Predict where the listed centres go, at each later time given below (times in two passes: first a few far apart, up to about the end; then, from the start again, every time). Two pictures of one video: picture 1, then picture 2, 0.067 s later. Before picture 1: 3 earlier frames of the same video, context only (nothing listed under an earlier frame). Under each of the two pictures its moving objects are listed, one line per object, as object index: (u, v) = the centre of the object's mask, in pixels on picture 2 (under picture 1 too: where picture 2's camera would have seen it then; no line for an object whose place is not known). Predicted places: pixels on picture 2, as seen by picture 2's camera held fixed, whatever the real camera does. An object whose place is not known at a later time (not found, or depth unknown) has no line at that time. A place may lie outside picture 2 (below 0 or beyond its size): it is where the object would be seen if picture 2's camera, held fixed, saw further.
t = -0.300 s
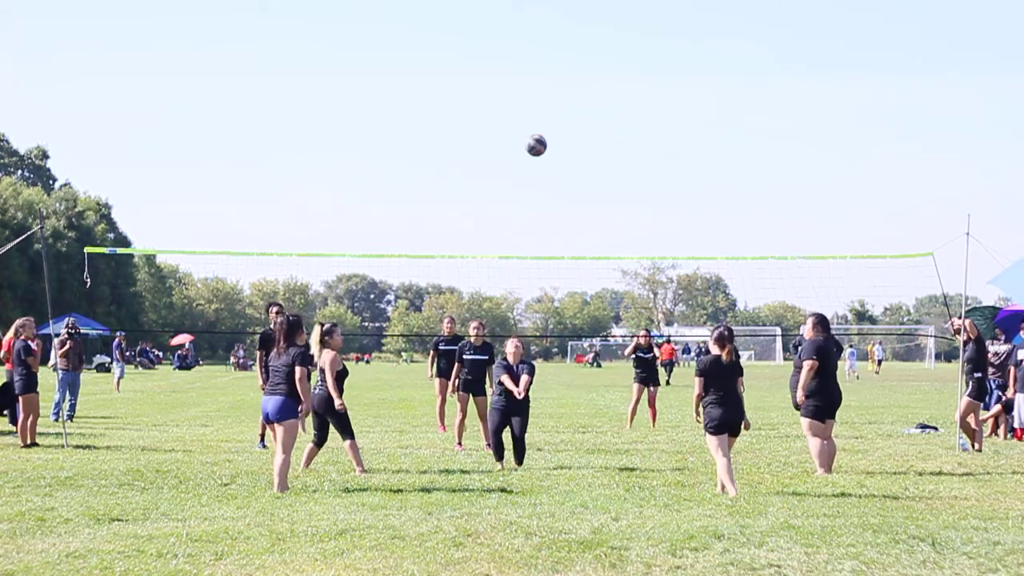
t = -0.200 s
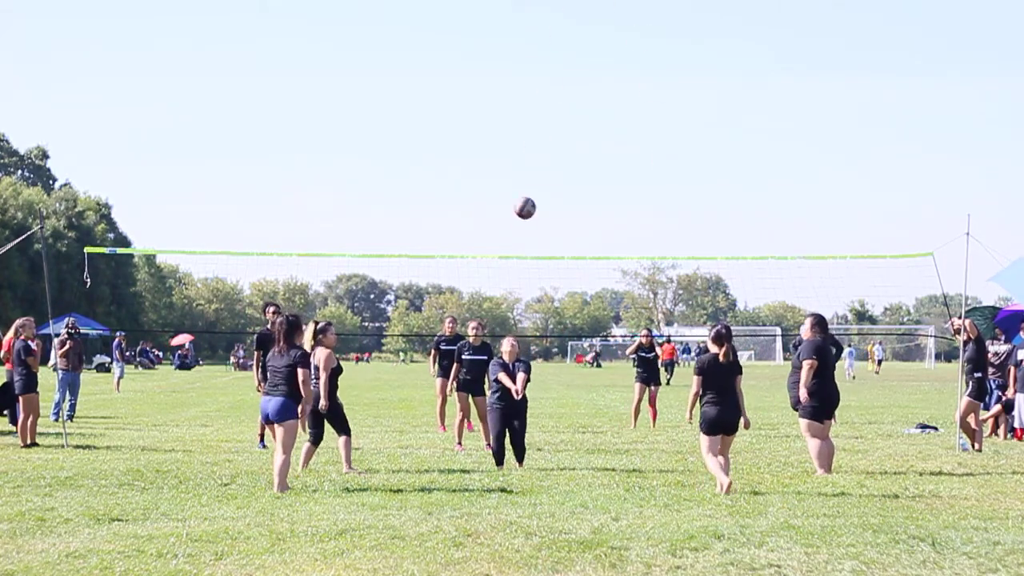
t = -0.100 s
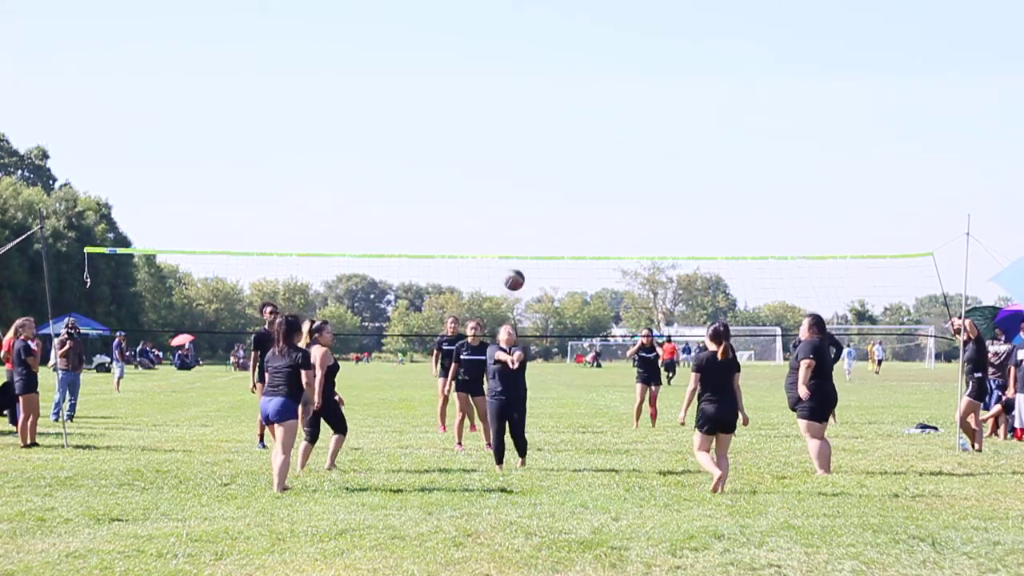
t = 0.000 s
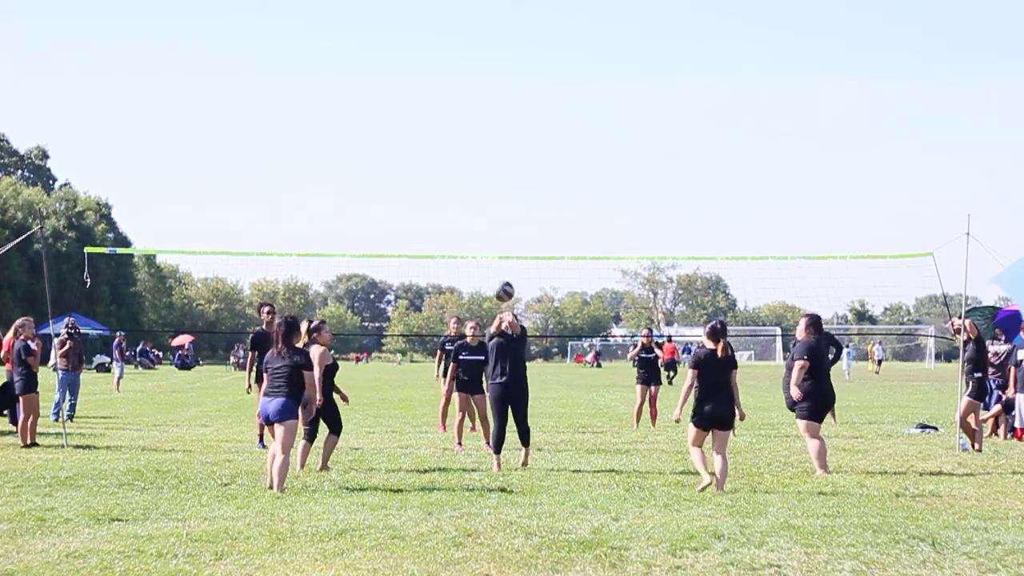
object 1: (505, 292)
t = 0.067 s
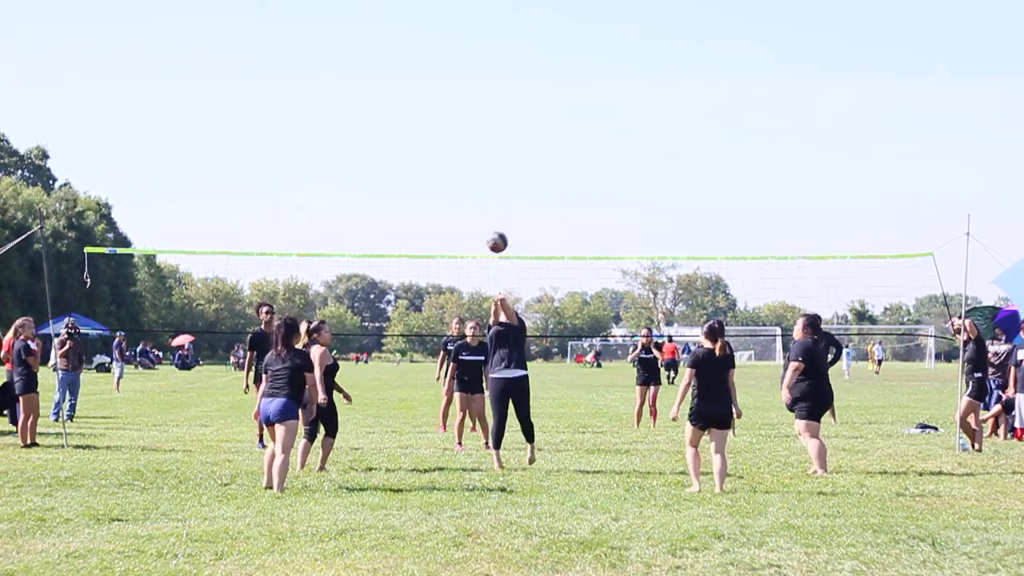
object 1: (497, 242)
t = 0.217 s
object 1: (484, 151)
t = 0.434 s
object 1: (465, 63)
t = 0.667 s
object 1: (446, 23)
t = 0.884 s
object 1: (427, 36)
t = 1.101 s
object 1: (409, 93)
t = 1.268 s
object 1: (394, 165)
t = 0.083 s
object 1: (495, 231)
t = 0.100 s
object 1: (494, 219)
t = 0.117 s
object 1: (493, 209)
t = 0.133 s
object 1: (491, 198)
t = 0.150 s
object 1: (490, 188)
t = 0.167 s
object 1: (488, 178)
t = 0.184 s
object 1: (487, 169)
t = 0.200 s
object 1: (485, 159)
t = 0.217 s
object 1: (484, 151)
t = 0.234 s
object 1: (482, 142)
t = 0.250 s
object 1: (481, 134)
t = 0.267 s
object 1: (480, 126)
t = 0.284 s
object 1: (478, 119)
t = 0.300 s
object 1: (476, 111)
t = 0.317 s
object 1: (475, 104)
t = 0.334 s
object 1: (474, 97)
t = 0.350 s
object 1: (472, 91)
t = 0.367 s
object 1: (471, 85)
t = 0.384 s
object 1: (469, 79)
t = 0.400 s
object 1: (468, 73)
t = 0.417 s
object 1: (466, 68)
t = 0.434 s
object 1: (465, 63)
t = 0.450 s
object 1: (464, 58)
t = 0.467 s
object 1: (463, 54)
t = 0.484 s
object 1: (461, 50)
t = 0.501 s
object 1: (459, 46)
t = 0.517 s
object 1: (458, 42)
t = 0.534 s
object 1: (457, 39)
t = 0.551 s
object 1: (456, 36)
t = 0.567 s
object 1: (454, 34)
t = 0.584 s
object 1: (453, 31)
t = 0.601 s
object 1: (451, 29)
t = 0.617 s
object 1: (450, 27)
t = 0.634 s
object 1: (448, 26)
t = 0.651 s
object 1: (447, 25)
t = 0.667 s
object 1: (446, 23)
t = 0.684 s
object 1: (445, 23)
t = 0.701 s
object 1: (443, 22)
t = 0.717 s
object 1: (442, 23)
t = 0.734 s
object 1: (440, 23)
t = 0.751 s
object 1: (439, 23)
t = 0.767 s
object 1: (437, 24)
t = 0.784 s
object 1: (436, 24)
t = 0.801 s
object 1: (435, 26)
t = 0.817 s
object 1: (433, 28)
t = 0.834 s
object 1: (432, 29)
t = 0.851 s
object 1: (430, 31)
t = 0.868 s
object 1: (429, 33)
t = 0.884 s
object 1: (427, 36)
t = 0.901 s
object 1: (426, 39)
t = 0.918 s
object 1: (425, 42)
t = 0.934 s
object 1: (423, 45)
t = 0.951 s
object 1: (422, 49)
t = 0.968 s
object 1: (420, 53)
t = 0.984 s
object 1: (419, 57)
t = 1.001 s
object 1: (417, 61)
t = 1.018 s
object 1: (416, 66)
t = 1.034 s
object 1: (415, 71)
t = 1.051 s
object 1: (413, 76)
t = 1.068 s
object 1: (412, 81)
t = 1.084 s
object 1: (410, 87)
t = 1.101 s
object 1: (409, 93)
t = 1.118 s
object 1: (408, 99)
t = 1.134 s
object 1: (406, 106)
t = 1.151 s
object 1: (404, 112)
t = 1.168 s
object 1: (404, 119)
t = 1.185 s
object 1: (401, 126)
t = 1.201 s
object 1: (400, 133)
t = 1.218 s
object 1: (399, 141)
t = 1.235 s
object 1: (397, 149)
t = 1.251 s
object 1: (395, 157)
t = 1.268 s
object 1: (394, 165)
